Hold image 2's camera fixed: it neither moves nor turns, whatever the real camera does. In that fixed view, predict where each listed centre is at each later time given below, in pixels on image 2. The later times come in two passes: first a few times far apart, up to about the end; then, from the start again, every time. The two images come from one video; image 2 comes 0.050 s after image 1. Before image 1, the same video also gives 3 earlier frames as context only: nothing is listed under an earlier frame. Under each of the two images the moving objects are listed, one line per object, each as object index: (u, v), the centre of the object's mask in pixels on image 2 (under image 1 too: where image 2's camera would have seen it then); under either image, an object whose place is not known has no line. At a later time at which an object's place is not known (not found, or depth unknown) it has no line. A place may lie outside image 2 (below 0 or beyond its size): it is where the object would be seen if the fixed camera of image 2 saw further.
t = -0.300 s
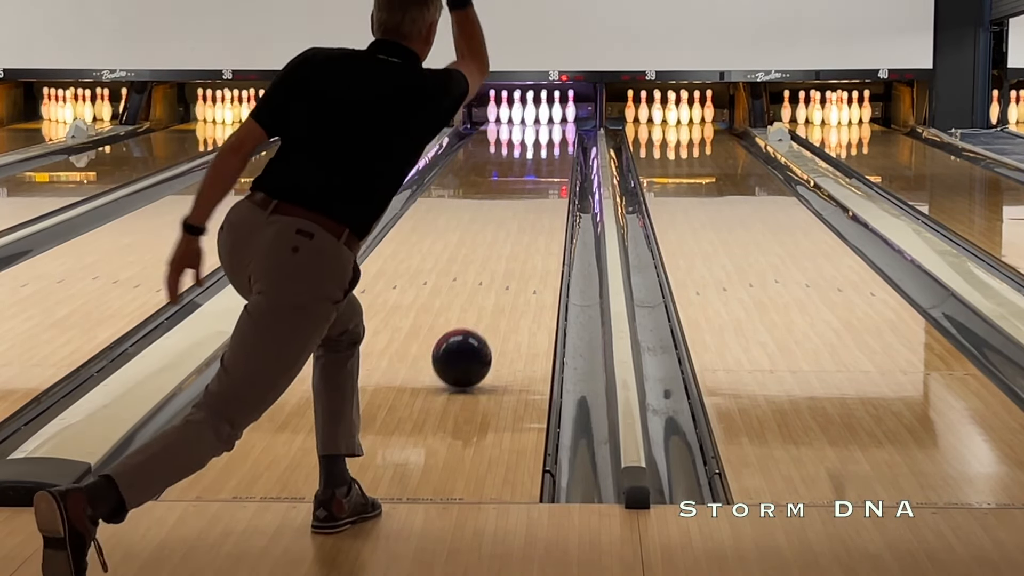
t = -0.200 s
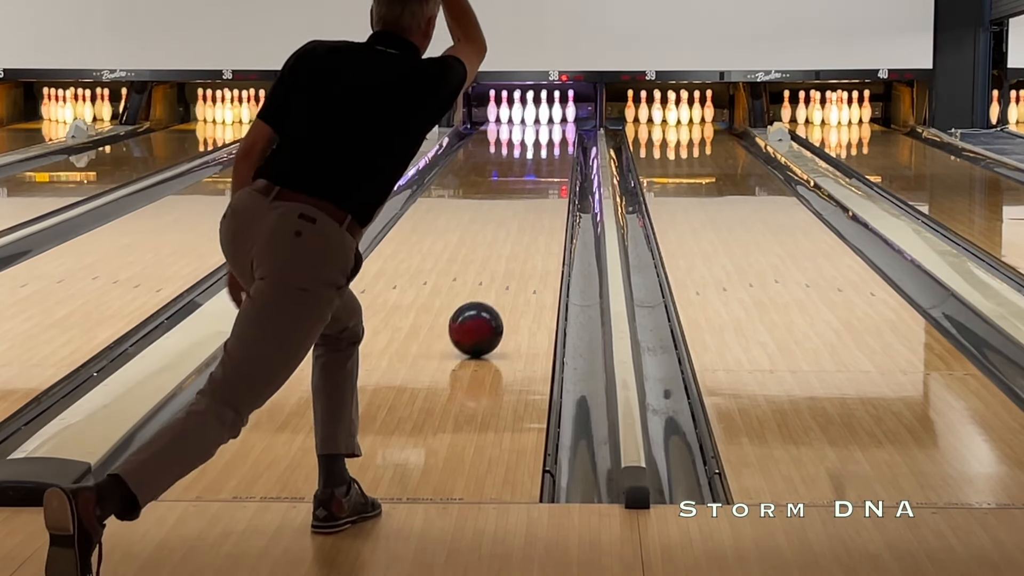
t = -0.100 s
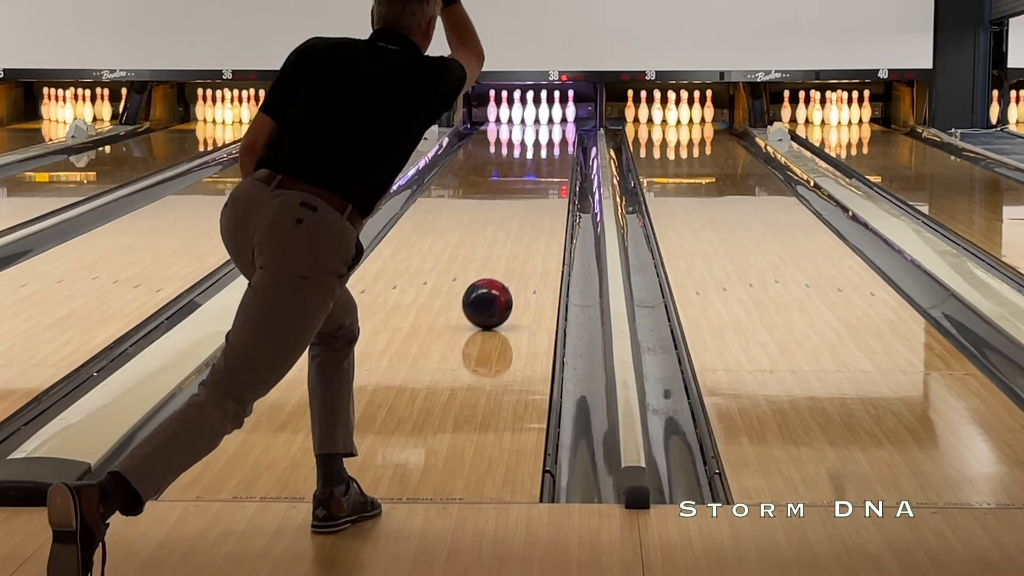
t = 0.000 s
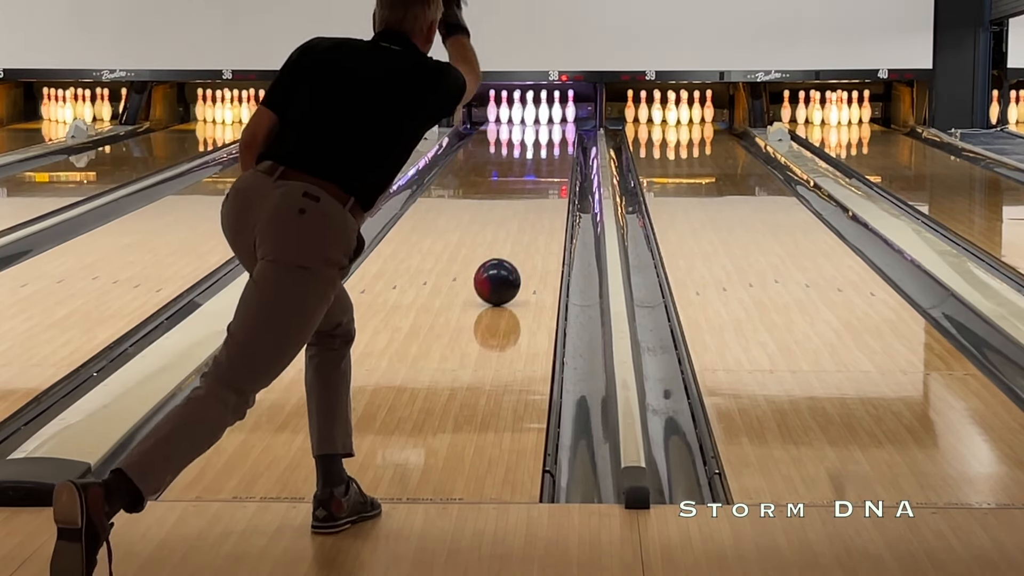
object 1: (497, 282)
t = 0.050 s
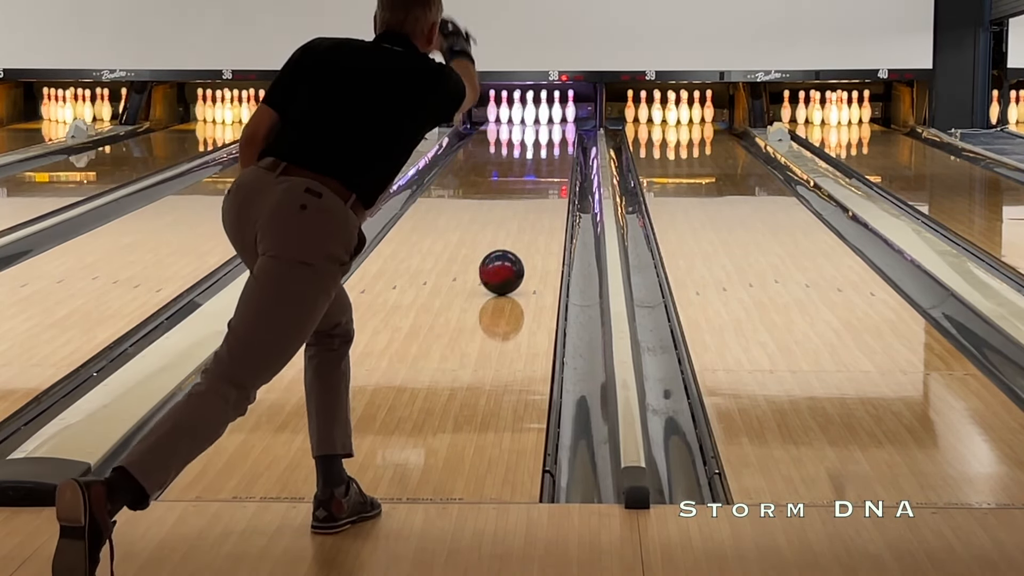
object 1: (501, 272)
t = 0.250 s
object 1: (516, 239)
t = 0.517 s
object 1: (529, 206)
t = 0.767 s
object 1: (538, 183)
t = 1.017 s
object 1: (544, 165)
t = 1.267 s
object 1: (548, 151)
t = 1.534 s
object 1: (549, 138)
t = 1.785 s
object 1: (546, 129)
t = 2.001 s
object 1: (542, 123)
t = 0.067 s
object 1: (503, 269)
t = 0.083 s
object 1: (504, 266)
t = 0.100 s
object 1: (505, 263)
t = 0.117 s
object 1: (506, 260)
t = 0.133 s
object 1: (508, 257)
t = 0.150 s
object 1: (509, 254)
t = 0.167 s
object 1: (510, 252)
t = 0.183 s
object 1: (511, 249)
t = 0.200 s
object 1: (512, 246)
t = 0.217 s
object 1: (513, 244)
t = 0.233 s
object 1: (515, 241)
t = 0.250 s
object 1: (516, 239)
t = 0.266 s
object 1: (517, 236)
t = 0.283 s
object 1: (518, 234)
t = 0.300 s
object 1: (519, 232)
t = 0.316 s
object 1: (520, 230)
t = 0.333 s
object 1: (521, 227)
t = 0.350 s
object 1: (521, 225)
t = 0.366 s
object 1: (522, 223)
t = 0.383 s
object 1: (523, 221)
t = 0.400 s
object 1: (524, 219)
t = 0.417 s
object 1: (525, 217)
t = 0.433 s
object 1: (526, 215)
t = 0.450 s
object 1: (526, 214)
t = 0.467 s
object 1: (527, 212)
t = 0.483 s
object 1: (528, 210)
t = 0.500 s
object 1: (529, 208)
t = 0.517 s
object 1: (529, 206)
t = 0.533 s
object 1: (530, 205)
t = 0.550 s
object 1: (531, 203)
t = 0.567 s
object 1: (531, 201)
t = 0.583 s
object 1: (532, 200)
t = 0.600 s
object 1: (533, 198)
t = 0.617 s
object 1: (533, 197)
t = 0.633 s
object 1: (534, 195)
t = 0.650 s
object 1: (534, 193)
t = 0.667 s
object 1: (535, 192)
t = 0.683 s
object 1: (536, 190)
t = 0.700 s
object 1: (536, 189)
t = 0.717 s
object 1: (537, 187)
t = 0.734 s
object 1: (537, 186)
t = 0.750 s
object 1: (538, 185)
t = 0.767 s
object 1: (538, 183)
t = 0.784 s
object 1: (539, 182)
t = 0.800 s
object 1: (539, 181)
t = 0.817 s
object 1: (540, 179)
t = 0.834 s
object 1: (540, 178)
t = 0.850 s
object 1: (541, 177)
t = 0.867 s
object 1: (541, 176)
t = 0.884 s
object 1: (541, 175)
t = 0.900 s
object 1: (542, 173)
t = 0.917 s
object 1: (542, 172)
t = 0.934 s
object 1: (543, 171)
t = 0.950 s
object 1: (543, 170)
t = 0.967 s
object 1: (543, 169)
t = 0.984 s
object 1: (544, 168)
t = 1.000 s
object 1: (544, 166)
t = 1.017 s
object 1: (544, 165)
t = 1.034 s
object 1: (545, 164)
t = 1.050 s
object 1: (545, 163)
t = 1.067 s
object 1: (545, 162)
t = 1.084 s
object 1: (545, 161)
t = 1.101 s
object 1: (546, 160)
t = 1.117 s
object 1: (546, 159)
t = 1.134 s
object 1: (546, 158)
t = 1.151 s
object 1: (546, 157)
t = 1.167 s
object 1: (547, 156)
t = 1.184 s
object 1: (547, 155)
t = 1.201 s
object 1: (547, 155)
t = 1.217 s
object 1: (547, 154)
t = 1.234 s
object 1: (548, 153)
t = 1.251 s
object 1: (548, 152)
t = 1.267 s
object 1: (548, 151)
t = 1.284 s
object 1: (548, 150)
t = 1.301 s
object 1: (548, 149)
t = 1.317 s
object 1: (549, 148)
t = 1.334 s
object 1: (549, 148)
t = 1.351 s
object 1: (549, 147)
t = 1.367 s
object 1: (549, 146)
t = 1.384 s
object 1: (549, 145)
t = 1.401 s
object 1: (549, 144)
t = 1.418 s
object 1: (549, 143)
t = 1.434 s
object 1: (549, 143)
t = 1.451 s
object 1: (549, 142)
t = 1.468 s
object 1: (549, 141)
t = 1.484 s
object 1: (549, 141)
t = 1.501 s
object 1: (549, 140)
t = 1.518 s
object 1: (549, 139)
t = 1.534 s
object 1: (549, 138)
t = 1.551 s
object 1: (549, 138)
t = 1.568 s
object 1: (549, 137)
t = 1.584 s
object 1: (549, 136)
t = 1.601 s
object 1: (549, 136)
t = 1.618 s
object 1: (548, 135)
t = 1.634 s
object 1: (548, 134)
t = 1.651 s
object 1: (548, 134)
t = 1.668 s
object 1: (548, 133)
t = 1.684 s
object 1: (548, 132)
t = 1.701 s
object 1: (547, 132)
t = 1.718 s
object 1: (547, 131)
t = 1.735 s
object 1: (547, 131)
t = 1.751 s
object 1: (547, 130)
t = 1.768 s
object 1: (546, 130)
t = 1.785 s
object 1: (546, 129)
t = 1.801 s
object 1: (546, 129)
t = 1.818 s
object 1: (546, 128)
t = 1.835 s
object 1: (545, 128)
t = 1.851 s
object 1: (545, 127)
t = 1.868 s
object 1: (545, 126)
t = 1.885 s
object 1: (544, 126)
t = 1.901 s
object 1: (544, 126)
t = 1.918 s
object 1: (544, 125)
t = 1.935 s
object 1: (543, 125)
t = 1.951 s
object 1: (543, 124)
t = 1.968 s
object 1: (543, 124)
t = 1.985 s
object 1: (542, 123)
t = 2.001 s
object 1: (542, 123)
